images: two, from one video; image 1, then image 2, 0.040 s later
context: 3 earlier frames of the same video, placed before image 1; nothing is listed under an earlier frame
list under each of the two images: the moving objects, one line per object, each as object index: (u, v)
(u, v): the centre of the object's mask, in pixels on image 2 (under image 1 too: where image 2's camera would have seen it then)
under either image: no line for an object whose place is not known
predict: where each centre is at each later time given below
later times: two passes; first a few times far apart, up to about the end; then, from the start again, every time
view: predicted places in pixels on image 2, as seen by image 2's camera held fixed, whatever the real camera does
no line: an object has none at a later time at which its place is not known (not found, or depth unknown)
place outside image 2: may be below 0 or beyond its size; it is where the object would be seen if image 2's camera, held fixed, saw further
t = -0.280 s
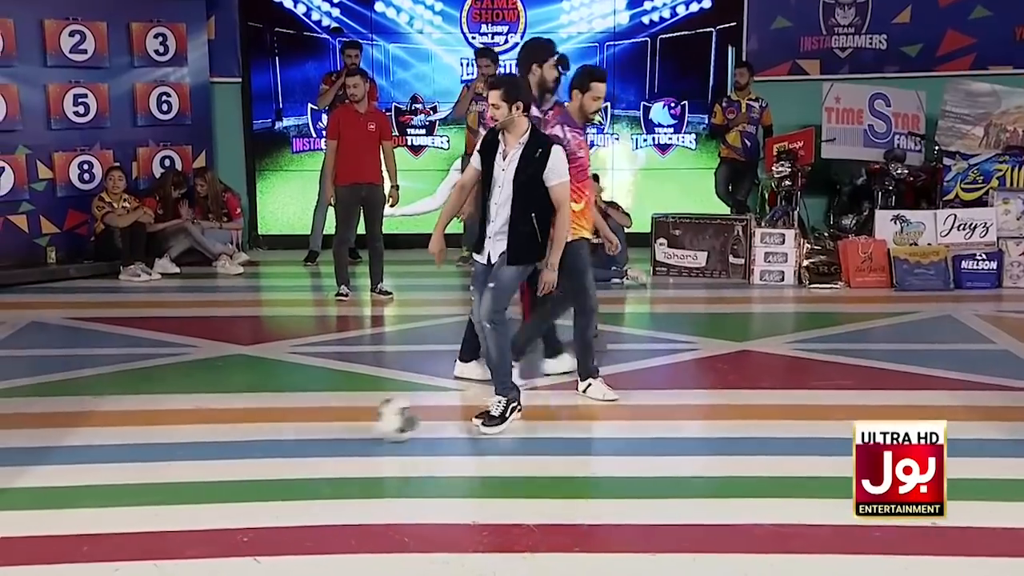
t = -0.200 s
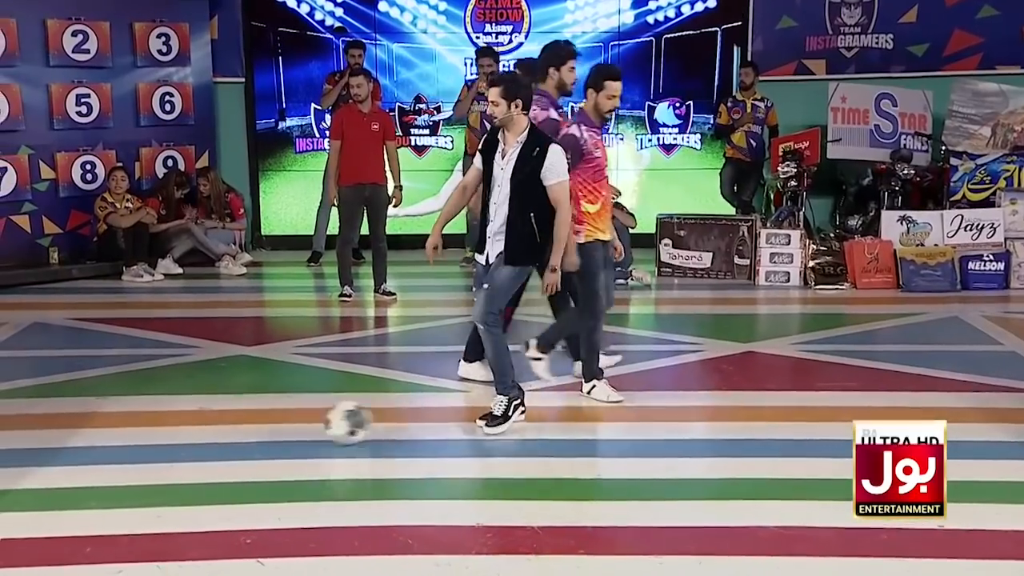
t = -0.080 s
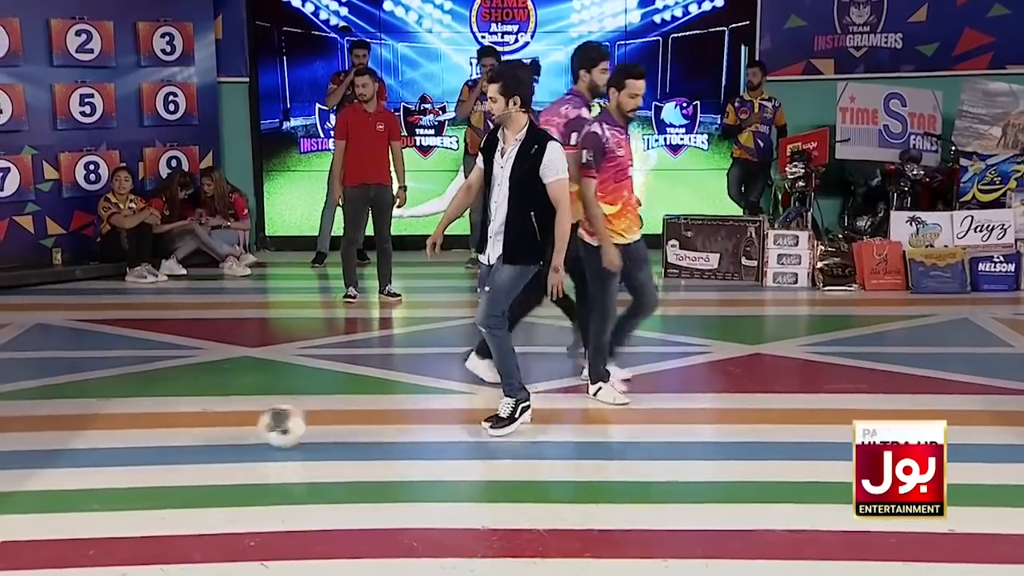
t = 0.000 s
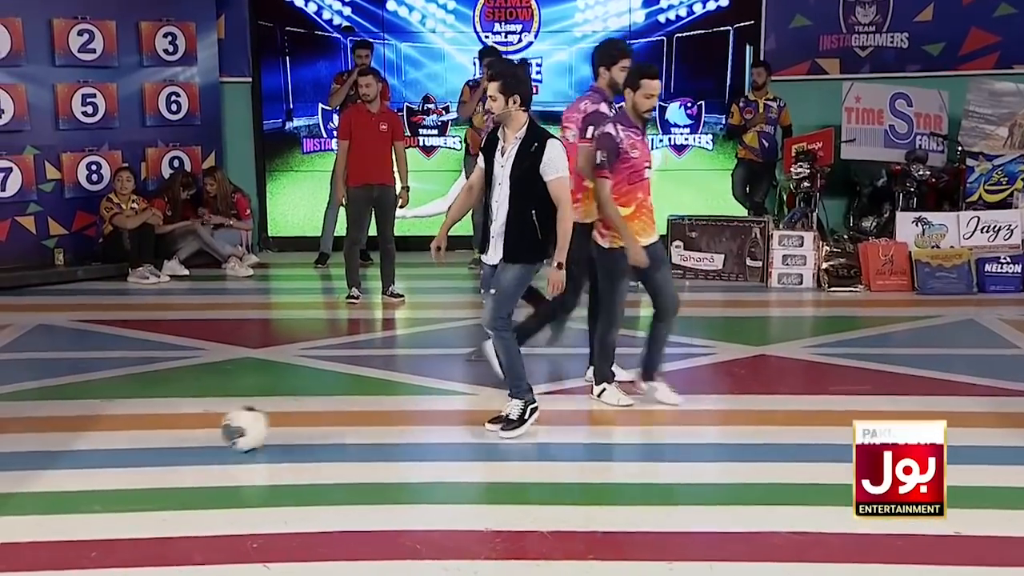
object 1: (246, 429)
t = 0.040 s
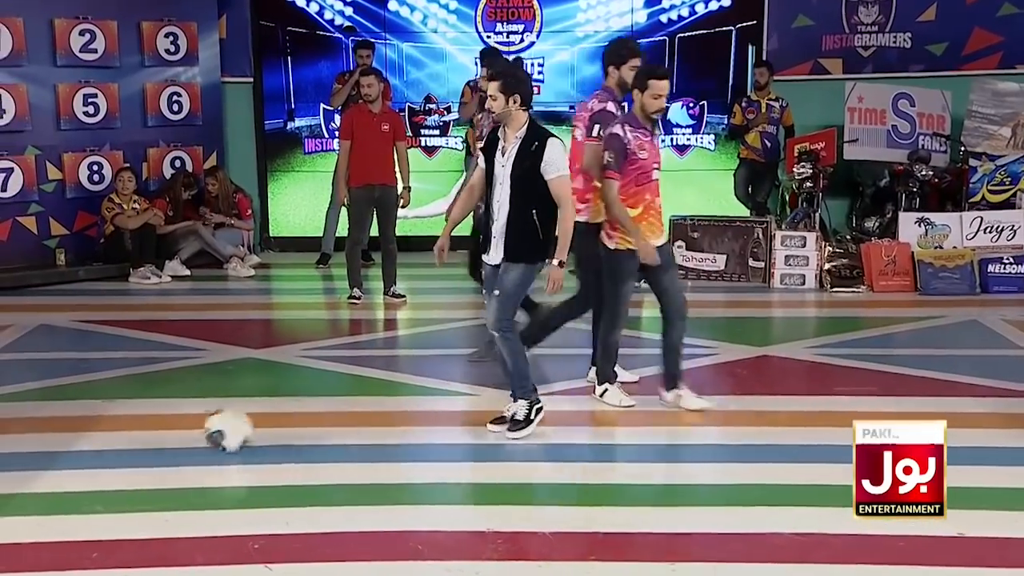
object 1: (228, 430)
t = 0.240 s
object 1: (139, 434)
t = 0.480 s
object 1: (32, 438)
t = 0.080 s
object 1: (210, 431)
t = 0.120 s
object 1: (192, 432)
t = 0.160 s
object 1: (175, 432)
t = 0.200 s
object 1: (158, 434)
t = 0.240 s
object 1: (139, 434)
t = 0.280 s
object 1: (121, 435)
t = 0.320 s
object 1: (104, 436)
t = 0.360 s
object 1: (87, 436)
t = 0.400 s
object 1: (69, 437)
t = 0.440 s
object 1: (51, 437)
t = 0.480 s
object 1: (32, 438)
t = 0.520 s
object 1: (15, 439)
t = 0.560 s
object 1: (6, 439)
